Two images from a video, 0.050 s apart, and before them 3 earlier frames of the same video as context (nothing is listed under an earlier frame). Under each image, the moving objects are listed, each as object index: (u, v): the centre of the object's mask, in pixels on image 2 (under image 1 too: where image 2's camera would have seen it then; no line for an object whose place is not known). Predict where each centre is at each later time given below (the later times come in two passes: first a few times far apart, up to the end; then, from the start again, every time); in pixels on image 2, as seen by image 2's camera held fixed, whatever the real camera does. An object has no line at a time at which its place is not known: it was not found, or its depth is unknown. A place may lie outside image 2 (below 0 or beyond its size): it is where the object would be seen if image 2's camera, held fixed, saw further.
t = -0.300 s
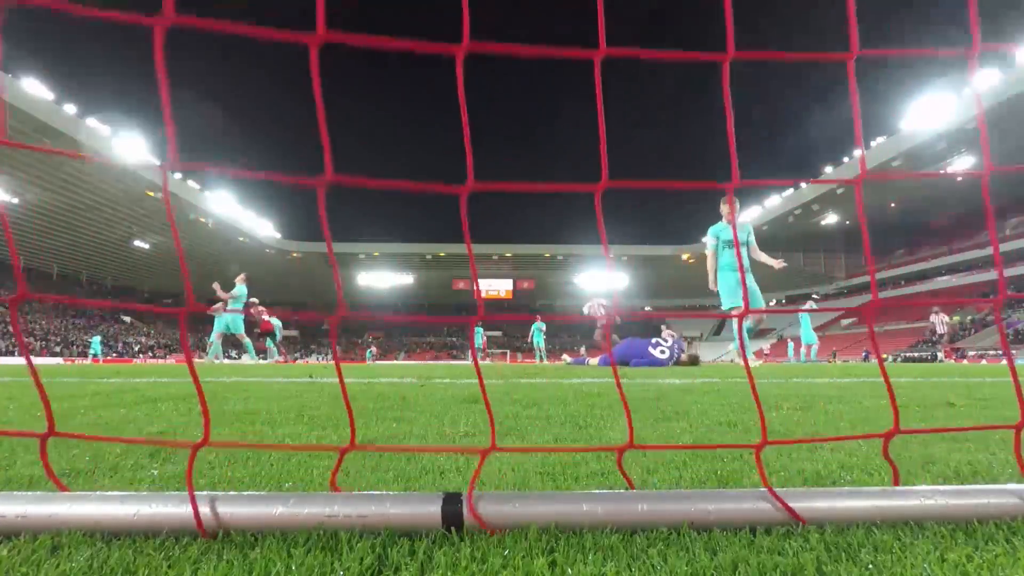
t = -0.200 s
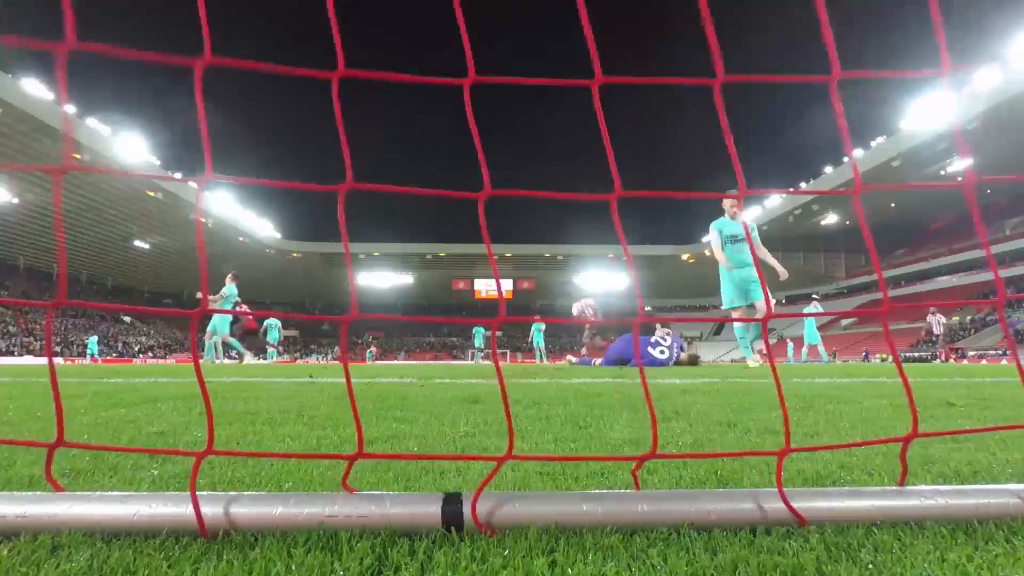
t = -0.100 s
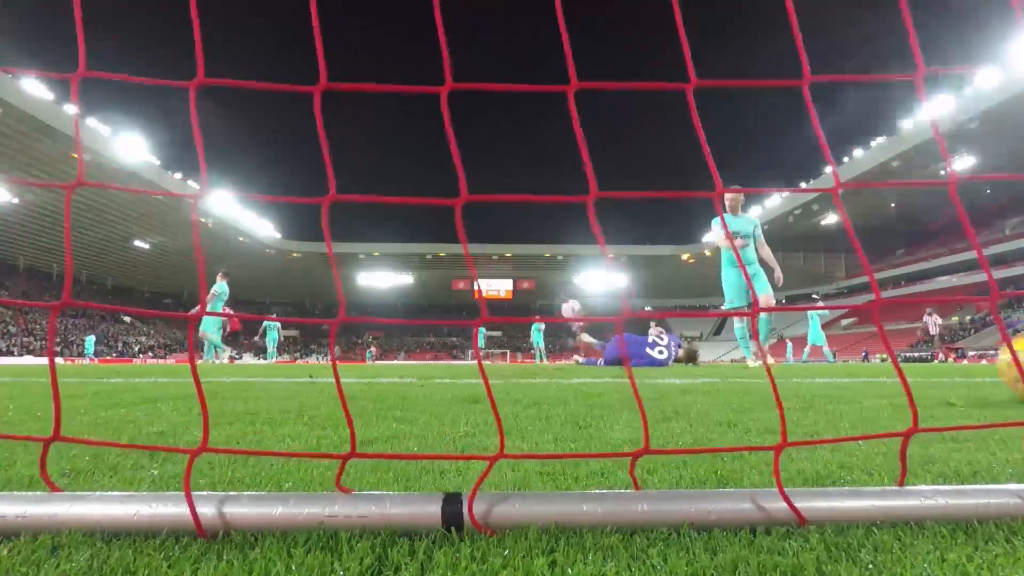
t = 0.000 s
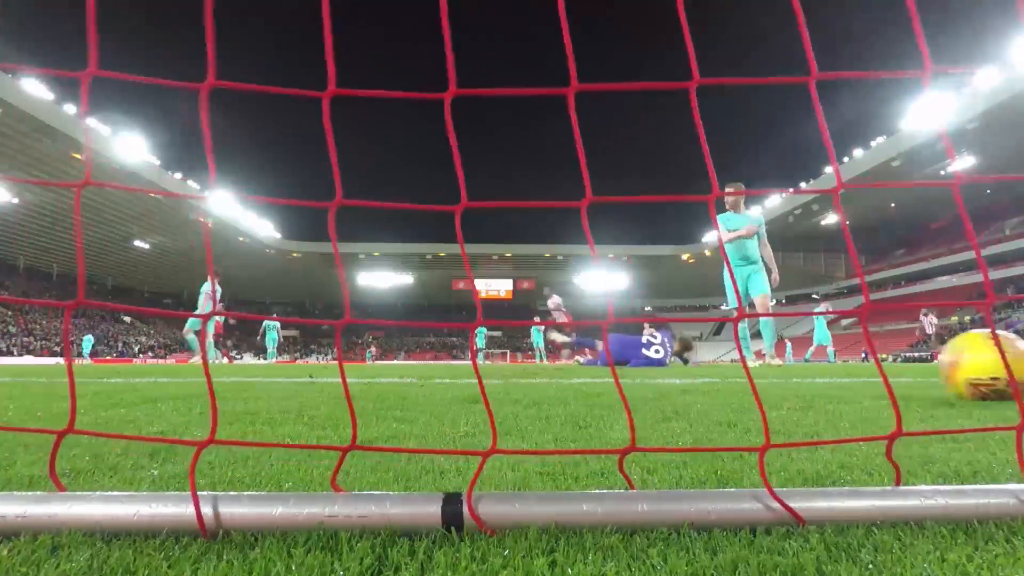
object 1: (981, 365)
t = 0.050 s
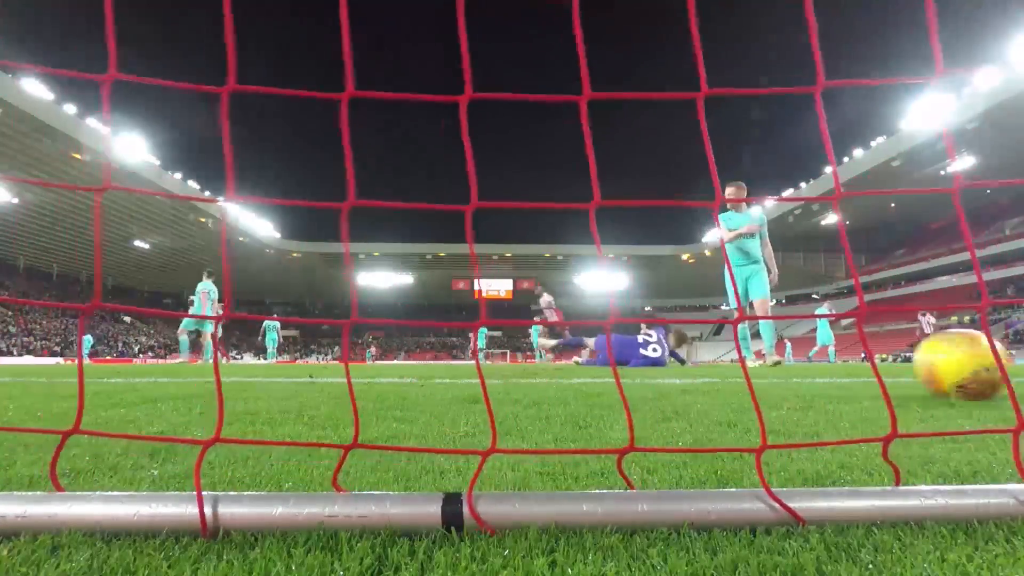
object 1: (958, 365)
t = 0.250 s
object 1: (871, 363)
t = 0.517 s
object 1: (792, 362)
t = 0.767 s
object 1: (745, 362)
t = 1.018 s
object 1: (714, 362)
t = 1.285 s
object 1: (698, 362)
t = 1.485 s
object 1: (692, 362)
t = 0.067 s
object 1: (952, 365)
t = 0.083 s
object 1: (944, 364)
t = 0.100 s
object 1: (936, 365)
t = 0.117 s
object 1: (929, 364)
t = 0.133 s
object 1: (923, 364)
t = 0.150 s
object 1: (919, 363)
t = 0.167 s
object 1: (905, 364)
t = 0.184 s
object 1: (898, 364)
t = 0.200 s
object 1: (891, 364)
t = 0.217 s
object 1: (884, 363)
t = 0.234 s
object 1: (877, 363)
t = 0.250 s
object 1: (871, 363)
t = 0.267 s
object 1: (865, 364)
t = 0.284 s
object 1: (860, 364)
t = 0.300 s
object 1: (853, 364)
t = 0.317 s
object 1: (848, 364)
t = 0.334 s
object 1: (842, 364)
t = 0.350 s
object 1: (840, 364)
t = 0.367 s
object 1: (838, 363)
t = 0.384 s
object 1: (828, 363)
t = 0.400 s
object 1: (822, 364)
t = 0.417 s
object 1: (818, 364)
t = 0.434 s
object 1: (810, 363)
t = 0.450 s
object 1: (807, 363)
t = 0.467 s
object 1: (804, 363)
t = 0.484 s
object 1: (800, 363)
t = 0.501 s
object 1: (795, 362)
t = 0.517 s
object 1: (792, 362)
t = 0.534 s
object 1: (788, 362)
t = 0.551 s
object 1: (784, 362)
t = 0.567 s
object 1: (780, 362)
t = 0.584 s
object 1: (777, 363)
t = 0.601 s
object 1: (773, 363)
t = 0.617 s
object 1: (770, 363)
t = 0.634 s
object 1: (767, 363)
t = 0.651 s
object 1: (764, 363)
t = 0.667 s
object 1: (759, 362)
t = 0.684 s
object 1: (753, 363)
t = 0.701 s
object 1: (753, 363)
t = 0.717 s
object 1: (751, 363)
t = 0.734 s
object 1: (749, 363)
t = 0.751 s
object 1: (747, 362)
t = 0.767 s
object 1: (745, 362)
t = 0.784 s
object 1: (742, 363)
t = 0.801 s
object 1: (740, 362)
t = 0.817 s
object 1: (737, 362)
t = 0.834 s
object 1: (735, 362)
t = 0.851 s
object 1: (733, 362)
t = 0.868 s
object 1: (731, 362)
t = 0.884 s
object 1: (729, 362)
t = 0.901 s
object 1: (726, 362)
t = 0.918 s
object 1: (725, 362)
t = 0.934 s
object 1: (722, 362)
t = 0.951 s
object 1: (721, 362)
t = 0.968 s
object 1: (719, 362)
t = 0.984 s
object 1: (718, 362)
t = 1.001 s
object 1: (716, 362)
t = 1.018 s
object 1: (714, 362)
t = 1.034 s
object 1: (713, 362)
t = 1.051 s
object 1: (712, 362)
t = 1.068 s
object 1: (710, 362)
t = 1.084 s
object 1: (709, 362)
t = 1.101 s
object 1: (708, 362)
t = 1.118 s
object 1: (706, 362)
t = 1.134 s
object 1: (705, 362)
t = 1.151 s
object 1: (704, 362)
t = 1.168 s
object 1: (703, 362)
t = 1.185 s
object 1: (702, 362)
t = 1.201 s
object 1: (701, 362)
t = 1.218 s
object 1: (700, 362)
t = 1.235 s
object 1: (700, 362)
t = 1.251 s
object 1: (699, 362)
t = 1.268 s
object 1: (698, 362)
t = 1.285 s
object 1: (698, 362)
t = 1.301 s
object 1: (697, 362)
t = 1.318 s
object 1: (696, 362)
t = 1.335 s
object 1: (696, 362)
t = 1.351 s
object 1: (695, 362)
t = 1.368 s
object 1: (695, 362)
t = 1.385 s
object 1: (694, 362)
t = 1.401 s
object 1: (694, 362)
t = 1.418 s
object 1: (694, 362)
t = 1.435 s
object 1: (693, 362)
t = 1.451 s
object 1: (693, 362)
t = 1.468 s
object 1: (693, 362)
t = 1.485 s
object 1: (692, 362)
